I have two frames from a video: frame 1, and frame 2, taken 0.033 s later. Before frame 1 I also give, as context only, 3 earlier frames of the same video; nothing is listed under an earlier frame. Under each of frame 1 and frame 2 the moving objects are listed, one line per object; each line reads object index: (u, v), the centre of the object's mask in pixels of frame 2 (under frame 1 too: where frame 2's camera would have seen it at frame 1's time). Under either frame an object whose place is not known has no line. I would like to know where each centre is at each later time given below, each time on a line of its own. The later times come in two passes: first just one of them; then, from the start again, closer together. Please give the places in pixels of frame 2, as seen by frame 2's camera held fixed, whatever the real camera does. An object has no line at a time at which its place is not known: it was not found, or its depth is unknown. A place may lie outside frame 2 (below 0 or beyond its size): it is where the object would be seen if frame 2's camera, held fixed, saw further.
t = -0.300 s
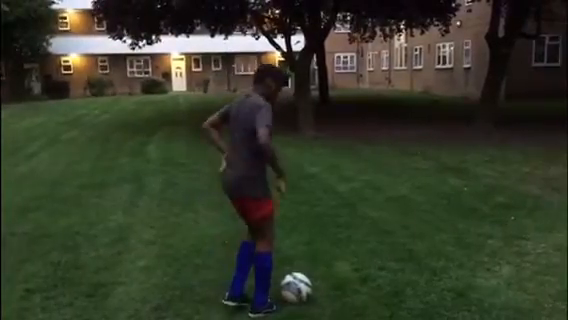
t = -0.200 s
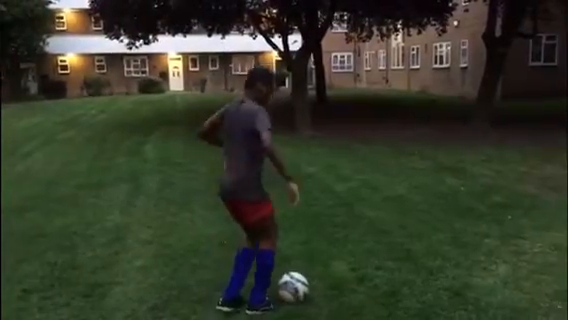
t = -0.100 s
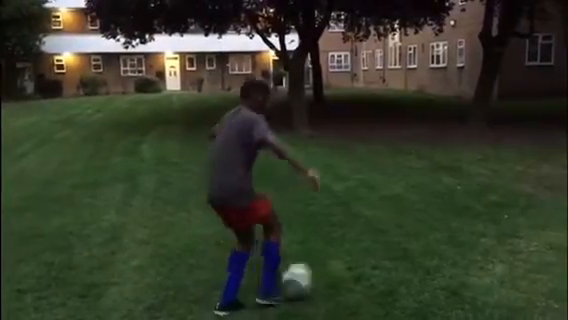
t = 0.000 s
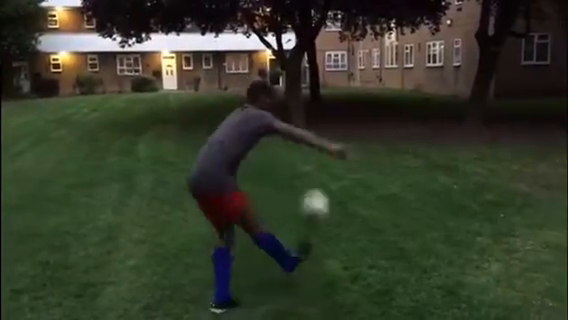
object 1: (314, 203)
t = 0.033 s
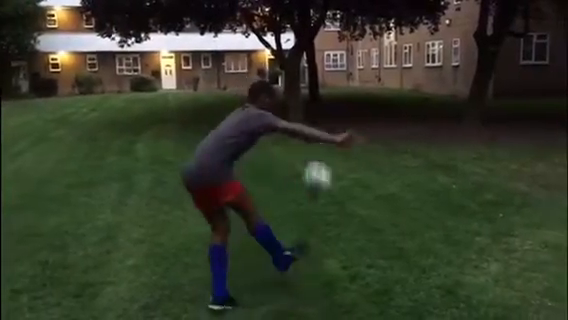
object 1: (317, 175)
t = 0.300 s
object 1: (341, 21)
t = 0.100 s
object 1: (324, 119)
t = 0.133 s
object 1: (326, 105)
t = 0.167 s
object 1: (328, 84)
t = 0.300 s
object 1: (341, 21)
